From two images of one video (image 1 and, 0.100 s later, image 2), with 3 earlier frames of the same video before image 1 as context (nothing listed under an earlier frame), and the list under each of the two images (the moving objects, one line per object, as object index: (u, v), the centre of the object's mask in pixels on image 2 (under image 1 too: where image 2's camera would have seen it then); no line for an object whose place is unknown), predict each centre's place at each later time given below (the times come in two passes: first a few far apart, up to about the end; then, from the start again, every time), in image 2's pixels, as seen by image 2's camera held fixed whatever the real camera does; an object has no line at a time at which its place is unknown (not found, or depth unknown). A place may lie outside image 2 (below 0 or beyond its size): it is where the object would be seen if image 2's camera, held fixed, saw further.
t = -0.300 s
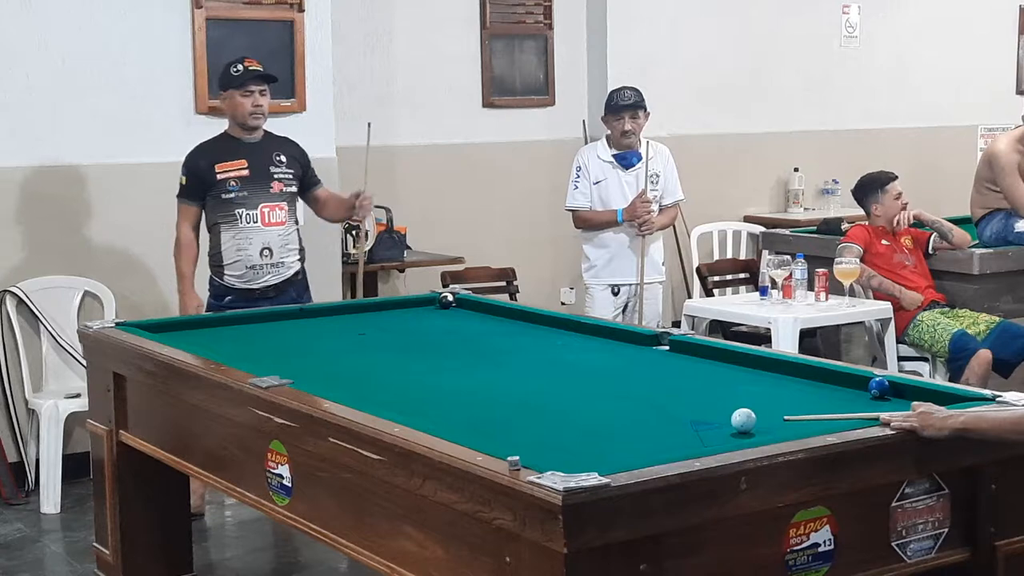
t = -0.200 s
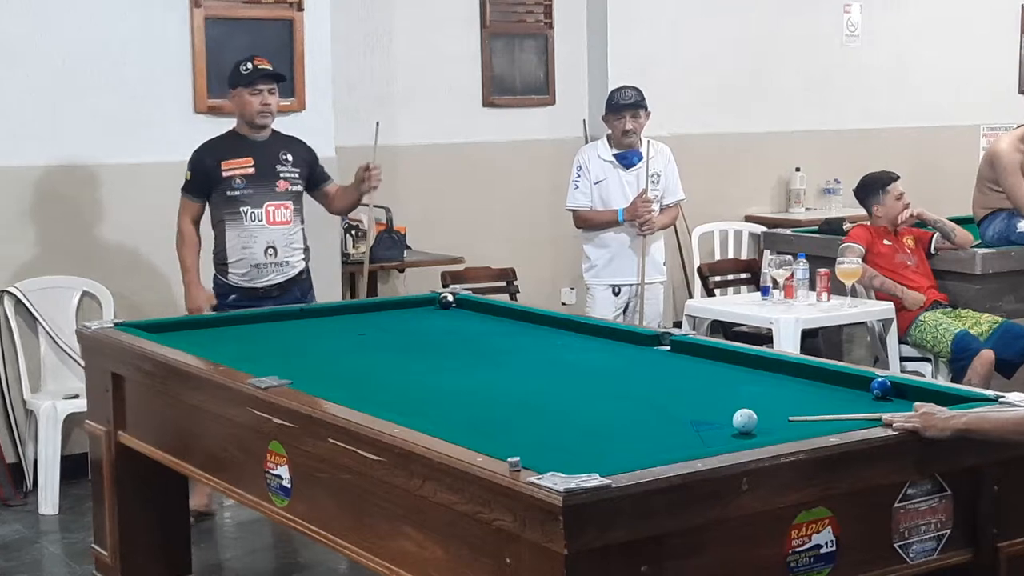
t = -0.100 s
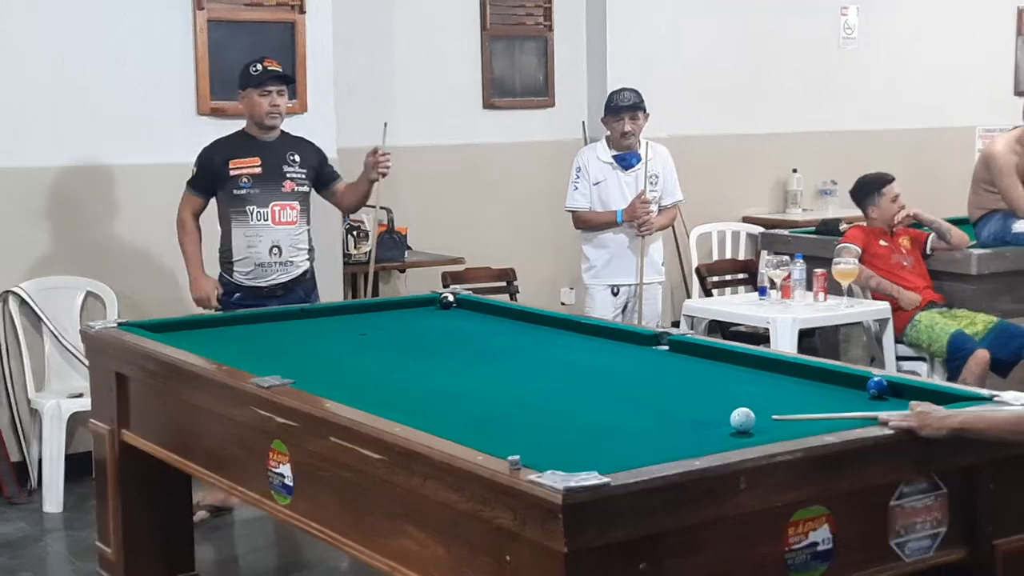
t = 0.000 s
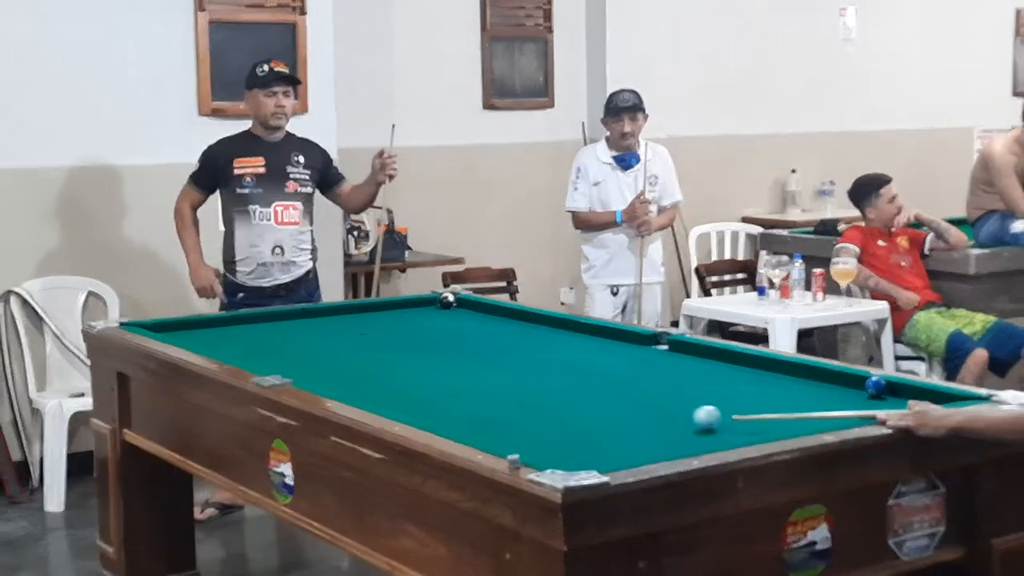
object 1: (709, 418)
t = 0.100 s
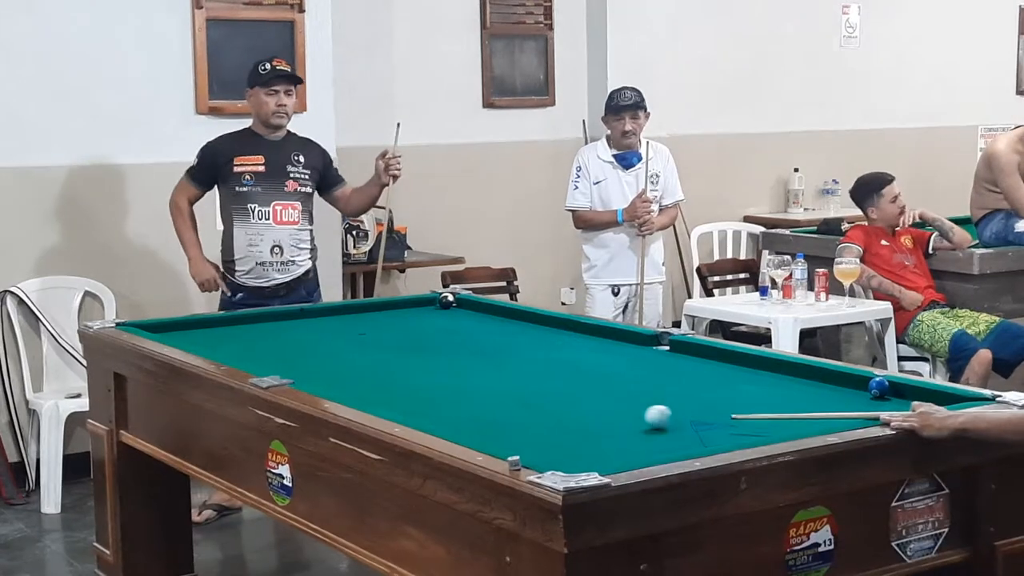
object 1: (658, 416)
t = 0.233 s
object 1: (598, 414)
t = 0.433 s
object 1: (513, 411)
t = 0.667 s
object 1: (419, 407)
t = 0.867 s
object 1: (373, 398)
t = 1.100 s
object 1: (376, 388)
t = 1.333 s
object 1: (379, 377)
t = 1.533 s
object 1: (381, 368)
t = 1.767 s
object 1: (383, 359)
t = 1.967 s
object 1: (385, 353)
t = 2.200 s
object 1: (387, 345)
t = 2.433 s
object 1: (388, 338)
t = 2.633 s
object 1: (390, 333)
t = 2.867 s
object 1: (392, 328)
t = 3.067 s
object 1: (393, 324)
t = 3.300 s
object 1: (396, 320)
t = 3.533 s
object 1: (398, 316)
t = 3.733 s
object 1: (400, 313)
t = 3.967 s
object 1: (403, 310)
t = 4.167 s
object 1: (406, 307)
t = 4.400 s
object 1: (409, 305)
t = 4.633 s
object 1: (411, 302)
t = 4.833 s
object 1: (416, 302)
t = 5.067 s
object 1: (424, 302)
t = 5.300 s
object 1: (430, 302)
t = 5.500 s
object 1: (432, 302)
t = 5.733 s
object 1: (432, 302)
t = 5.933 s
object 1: (432, 302)
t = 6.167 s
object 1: (432, 302)
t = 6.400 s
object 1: (432, 302)
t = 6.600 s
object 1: (432, 302)
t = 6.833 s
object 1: (432, 302)
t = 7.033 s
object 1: (432, 302)
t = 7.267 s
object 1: (432, 302)
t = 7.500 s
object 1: (432, 302)
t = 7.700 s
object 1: (432, 302)
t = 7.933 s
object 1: (432, 302)
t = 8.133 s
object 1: (432, 302)
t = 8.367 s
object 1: (432, 302)
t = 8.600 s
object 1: (432, 302)
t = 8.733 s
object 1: (432, 302)
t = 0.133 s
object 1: (642, 416)
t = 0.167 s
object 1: (628, 415)
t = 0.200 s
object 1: (613, 415)
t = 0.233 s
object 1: (598, 414)
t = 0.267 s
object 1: (583, 413)
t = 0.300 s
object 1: (569, 413)
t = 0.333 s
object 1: (555, 412)
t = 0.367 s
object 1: (540, 412)
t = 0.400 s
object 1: (526, 411)
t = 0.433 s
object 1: (513, 411)
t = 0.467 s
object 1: (499, 410)
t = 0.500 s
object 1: (486, 410)
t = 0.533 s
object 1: (472, 409)
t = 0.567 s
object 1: (458, 409)
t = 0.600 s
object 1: (446, 408)
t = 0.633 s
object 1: (432, 407)
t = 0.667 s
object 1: (419, 407)
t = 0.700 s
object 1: (407, 406)
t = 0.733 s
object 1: (394, 403)
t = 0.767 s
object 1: (381, 402)
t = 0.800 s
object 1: (372, 400)
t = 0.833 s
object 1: (373, 399)
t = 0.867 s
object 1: (373, 398)
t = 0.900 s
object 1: (374, 397)
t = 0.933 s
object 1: (374, 396)
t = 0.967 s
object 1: (374, 395)
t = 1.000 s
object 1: (375, 393)
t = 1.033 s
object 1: (375, 392)
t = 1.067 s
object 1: (375, 390)
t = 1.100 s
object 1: (376, 388)
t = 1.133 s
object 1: (376, 386)
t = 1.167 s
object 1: (377, 385)
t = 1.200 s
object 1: (377, 383)
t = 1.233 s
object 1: (377, 382)
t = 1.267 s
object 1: (378, 380)
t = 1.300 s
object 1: (378, 378)
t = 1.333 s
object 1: (379, 377)
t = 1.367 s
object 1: (379, 375)
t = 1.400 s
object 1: (379, 374)
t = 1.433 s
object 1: (380, 372)
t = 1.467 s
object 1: (380, 371)
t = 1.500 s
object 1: (380, 370)
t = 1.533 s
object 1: (381, 368)
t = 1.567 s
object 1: (381, 367)
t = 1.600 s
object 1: (382, 366)
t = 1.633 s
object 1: (382, 364)
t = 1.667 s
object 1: (382, 363)
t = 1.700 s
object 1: (382, 362)
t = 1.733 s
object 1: (383, 361)
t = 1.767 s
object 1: (383, 359)
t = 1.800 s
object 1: (383, 358)
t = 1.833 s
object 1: (384, 357)
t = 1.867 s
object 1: (384, 356)
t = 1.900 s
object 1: (384, 355)
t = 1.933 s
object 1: (385, 354)
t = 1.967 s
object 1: (385, 353)
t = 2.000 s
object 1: (385, 351)
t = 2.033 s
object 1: (385, 349)
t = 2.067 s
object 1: (385, 348)
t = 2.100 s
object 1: (385, 347)
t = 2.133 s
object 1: (386, 347)
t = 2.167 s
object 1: (386, 346)
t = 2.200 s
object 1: (387, 345)
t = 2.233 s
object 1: (387, 344)
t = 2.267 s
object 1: (387, 343)
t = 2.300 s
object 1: (387, 342)
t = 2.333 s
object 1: (388, 341)
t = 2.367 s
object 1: (388, 340)
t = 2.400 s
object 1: (388, 339)
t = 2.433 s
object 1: (388, 338)
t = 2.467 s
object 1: (389, 338)
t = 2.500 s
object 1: (389, 337)
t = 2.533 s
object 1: (389, 336)
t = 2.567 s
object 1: (389, 335)
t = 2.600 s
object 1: (390, 334)
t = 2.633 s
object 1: (390, 333)
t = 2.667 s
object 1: (390, 333)
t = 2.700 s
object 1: (390, 332)
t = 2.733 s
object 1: (391, 331)
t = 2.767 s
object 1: (391, 330)
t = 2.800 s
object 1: (391, 330)
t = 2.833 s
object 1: (391, 329)
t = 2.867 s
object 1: (392, 328)
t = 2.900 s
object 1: (392, 327)
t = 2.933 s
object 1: (392, 327)
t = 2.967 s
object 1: (393, 326)
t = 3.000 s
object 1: (393, 325)
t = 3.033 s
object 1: (393, 324)
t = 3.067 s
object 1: (393, 324)
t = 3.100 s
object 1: (394, 323)
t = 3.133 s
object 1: (394, 323)
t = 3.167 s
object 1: (394, 322)
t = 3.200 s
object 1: (395, 321)
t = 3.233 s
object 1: (395, 321)
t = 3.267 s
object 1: (395, 320)
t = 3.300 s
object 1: (396, 320)
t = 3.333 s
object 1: (396, 319)
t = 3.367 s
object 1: (397, 318)
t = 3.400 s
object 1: (397, 318)
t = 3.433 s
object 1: (397, 317)
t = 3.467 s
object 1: (398, 317)
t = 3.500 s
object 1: (398, 316)
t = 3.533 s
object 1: (398, 316)
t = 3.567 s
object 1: (399, 315)
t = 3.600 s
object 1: (399, 315)
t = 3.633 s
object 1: (399, 314)
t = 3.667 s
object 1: (400, 314)
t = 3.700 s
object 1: (400, 313)
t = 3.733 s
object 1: (400, 313)
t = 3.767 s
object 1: (401, 312)
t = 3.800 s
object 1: (401, 312)
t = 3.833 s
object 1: (402, 311)
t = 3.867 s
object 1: (402, 311)
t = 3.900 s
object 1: (402, 310)
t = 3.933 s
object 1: (403, 310)
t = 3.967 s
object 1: (403, 310)
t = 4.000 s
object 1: (404, 309)
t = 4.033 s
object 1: (404, 309)
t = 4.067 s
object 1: (405, 308)
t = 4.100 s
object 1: (405, 308)
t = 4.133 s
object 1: (405, 307)
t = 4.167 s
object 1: (406, 307)
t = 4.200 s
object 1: (406, 307)
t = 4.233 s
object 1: (407, 306)
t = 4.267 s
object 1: (407, 306)
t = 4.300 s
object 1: (407, 305)
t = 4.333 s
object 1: (408, 305)
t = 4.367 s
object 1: (408, 305)
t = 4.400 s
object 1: (409, 305)
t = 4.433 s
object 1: (409, 304)
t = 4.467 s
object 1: (409, 304)
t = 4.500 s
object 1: (410, 304)
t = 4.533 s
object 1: (410, 303)
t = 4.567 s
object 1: (410, 303)
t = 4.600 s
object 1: (410, 303)
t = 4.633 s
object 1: (411, 302)
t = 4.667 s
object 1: (411, 302)
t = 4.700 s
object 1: (411, 302)
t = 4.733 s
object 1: (413, 302)
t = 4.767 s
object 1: (414, 302)
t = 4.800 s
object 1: (415, 302)
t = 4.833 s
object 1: (416, 302)
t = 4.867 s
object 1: (417, 302)
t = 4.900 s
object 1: (419, 302)
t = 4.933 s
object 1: (420, 302)
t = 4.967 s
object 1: (421, 302)
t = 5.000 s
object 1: (422, 302)
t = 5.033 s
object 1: (423, 302)
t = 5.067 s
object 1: (424, 302)
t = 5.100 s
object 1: (425, 302)
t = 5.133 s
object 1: (426, 302)
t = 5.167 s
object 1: (427, 302)
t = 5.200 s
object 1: (428, 302)
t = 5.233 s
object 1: (429, 302)
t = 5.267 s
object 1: (430, 302)
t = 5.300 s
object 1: (430, 302)
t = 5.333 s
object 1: (431, 302)
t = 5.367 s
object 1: (431, 302)
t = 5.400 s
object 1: (432, 302)
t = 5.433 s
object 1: (432, 302)
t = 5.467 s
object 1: (432, 302)
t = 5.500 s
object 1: (432, 302)
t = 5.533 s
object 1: (433, 302)
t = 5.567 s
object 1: (433, 302)
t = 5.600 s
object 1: (433, 302)
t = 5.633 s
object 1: (433, 302)
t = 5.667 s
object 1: (433, 302)
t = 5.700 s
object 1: (432, 302)
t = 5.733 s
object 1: (432, 302)
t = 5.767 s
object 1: (432, 302)
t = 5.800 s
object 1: (432, 302)
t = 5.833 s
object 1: (432, 302)
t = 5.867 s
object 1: (432, 302)
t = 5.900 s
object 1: (432, 302)
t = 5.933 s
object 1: (432, 302)
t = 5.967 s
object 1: (432, 302)
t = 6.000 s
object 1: (432, 302)
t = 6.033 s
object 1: (432, 302)
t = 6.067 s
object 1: (432, 302)
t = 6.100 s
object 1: (432, 302)
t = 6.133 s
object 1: (432, 302)
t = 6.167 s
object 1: (432, 302)
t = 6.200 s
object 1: (432, 302)
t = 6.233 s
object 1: (432, 302)
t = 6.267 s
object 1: (432, 302)
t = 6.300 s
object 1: (432, 302)
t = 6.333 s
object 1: (432, 302)
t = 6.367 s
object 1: (432, 302)
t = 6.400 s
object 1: (432, 302)
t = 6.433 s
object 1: (432, 302)
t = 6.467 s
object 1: (432, 302)
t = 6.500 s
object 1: (432, 302)
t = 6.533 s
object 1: (432, 302)
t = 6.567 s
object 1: (432, 302)
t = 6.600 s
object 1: (432, 302)
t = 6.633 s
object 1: (432, 302)
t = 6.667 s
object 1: (432, 302)
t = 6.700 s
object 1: (432, 302)
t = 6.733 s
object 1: (432, 302)
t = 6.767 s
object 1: (432, 302)
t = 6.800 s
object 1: (432, 302)
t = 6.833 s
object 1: (432, 302)
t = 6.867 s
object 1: (432, 302)
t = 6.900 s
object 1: (432, 302)
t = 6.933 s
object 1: (432, 302)
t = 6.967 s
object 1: (432, 302)
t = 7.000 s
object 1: (432, 302)
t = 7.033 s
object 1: (432, 302)
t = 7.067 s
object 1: (432, 302)
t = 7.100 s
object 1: (432, 302)
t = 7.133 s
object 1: (432, 302)
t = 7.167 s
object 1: (432, 302)
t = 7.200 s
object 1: (432, 302)
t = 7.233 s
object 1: (432, 302)
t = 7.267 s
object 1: (432, 302)
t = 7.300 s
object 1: (432, 302)
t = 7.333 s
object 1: (432, 302)
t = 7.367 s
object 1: (432, 302)
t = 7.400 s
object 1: (432, 302)
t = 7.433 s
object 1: (432, 302)
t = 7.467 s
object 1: (432, 302)
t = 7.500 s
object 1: (432, 302)
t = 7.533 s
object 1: (432, 302)
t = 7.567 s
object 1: (432, 302)
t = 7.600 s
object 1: (432, 302)
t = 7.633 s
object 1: (432, 302)
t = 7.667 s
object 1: (432, 302)
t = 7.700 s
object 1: (432, 302)
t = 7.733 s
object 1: (432, 302)
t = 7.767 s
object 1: (432, 302)
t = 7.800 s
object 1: (432, 302)
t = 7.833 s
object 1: (432, 302)
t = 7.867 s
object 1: (432, 302)
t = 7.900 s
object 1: (432, 302)
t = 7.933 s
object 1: (432, 302)
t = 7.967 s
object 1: (432, 302)
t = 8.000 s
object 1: (432, 302)
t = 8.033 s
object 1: (432, 302)
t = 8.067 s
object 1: (432, 302)
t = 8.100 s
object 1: (432, 302)
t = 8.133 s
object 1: (432, 302)
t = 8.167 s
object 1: (432, 302)
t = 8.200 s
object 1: (432, 302)
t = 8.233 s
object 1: (432, 302)
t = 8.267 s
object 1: (432, 302)
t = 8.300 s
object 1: (432, 302)
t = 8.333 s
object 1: (432, 302)
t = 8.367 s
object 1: (432, 302)
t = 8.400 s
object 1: (432, 302)
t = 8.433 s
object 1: (432, 302)
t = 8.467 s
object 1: (432, 302)
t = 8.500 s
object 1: (432, 302)
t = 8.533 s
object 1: (432, 302)
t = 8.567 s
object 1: (432, 302)
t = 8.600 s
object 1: (432, 302)
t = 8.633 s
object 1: (432, 302)
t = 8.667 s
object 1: (432, 302)
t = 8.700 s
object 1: (432, 302)
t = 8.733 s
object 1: (432, 302)
